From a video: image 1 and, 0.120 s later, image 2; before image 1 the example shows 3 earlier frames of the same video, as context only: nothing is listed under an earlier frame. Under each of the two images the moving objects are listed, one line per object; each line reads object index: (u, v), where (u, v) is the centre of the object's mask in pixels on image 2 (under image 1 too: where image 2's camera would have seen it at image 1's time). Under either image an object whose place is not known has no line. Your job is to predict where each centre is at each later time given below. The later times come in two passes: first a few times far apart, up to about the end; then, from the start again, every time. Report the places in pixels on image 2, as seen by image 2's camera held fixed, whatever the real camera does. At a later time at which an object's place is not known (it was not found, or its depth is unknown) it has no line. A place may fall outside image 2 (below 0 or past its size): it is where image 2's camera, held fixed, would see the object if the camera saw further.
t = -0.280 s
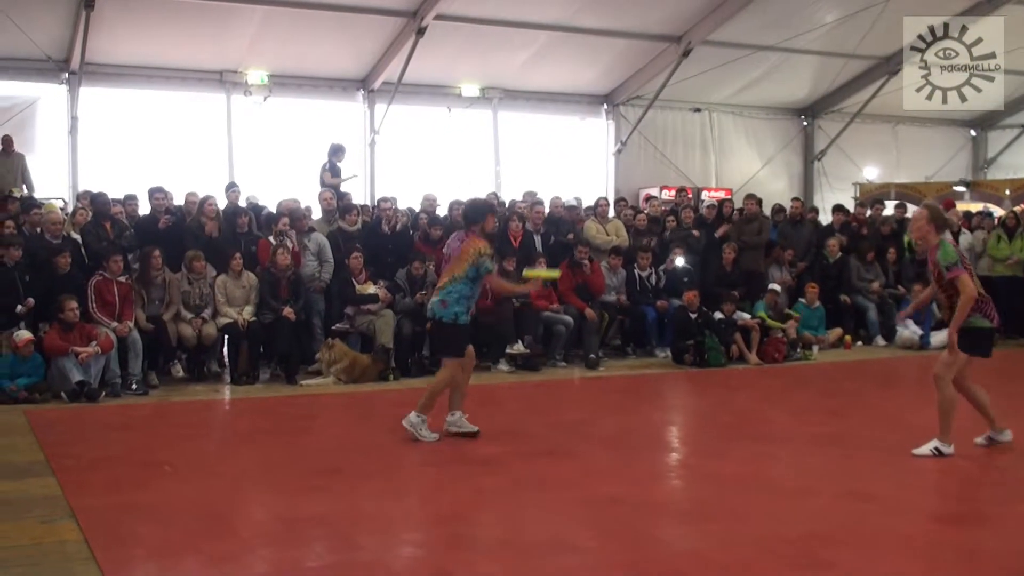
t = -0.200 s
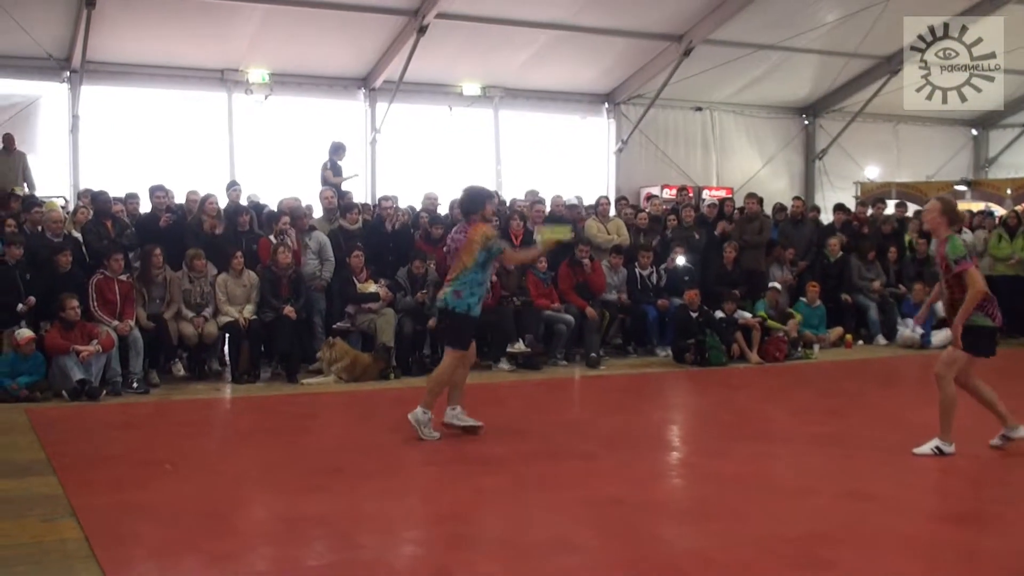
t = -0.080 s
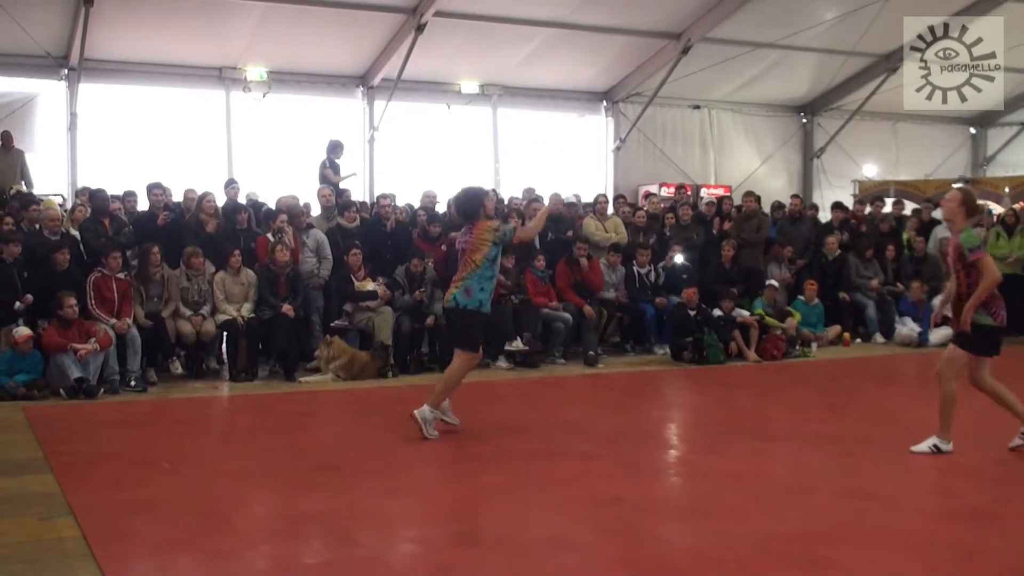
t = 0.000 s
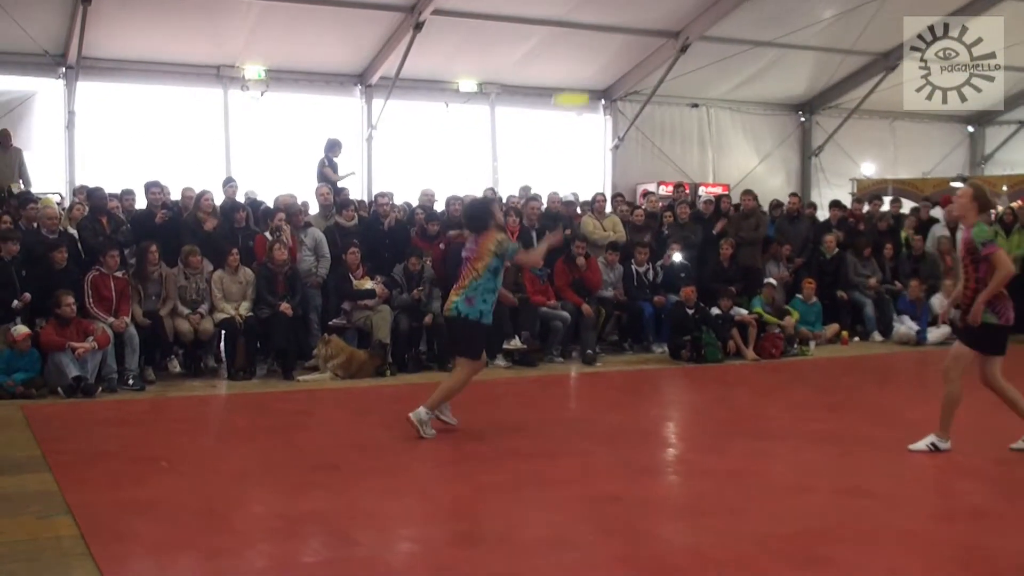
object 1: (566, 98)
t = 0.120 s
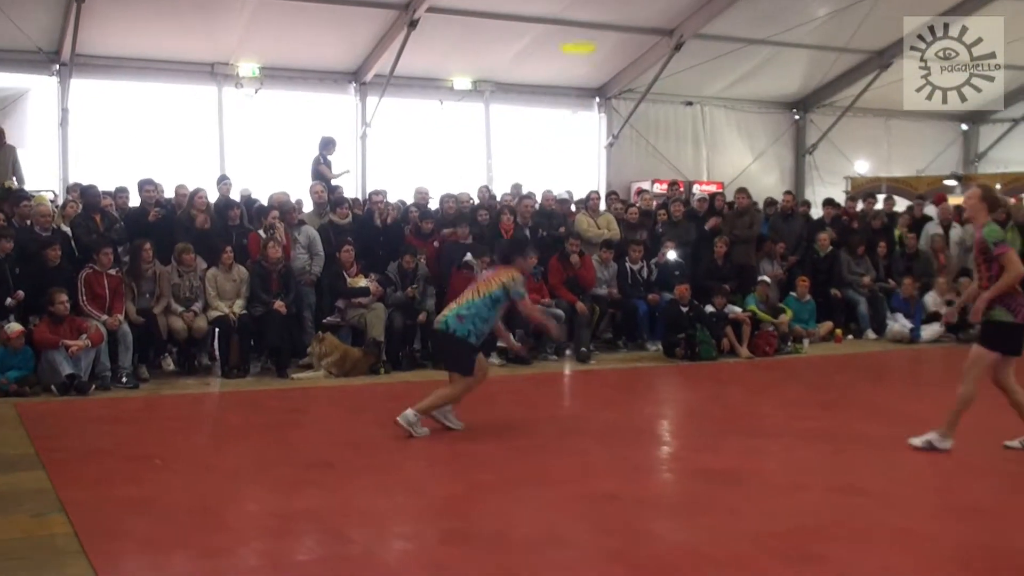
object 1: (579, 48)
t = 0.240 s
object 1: (587, 21)
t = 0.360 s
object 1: (597, 14)
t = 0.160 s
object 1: (581, 36)
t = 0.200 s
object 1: (585, 27)
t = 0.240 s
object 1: (587, 21)
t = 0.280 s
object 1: (591, 17)
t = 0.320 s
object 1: (595, 14)
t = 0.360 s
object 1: (597, 14)
